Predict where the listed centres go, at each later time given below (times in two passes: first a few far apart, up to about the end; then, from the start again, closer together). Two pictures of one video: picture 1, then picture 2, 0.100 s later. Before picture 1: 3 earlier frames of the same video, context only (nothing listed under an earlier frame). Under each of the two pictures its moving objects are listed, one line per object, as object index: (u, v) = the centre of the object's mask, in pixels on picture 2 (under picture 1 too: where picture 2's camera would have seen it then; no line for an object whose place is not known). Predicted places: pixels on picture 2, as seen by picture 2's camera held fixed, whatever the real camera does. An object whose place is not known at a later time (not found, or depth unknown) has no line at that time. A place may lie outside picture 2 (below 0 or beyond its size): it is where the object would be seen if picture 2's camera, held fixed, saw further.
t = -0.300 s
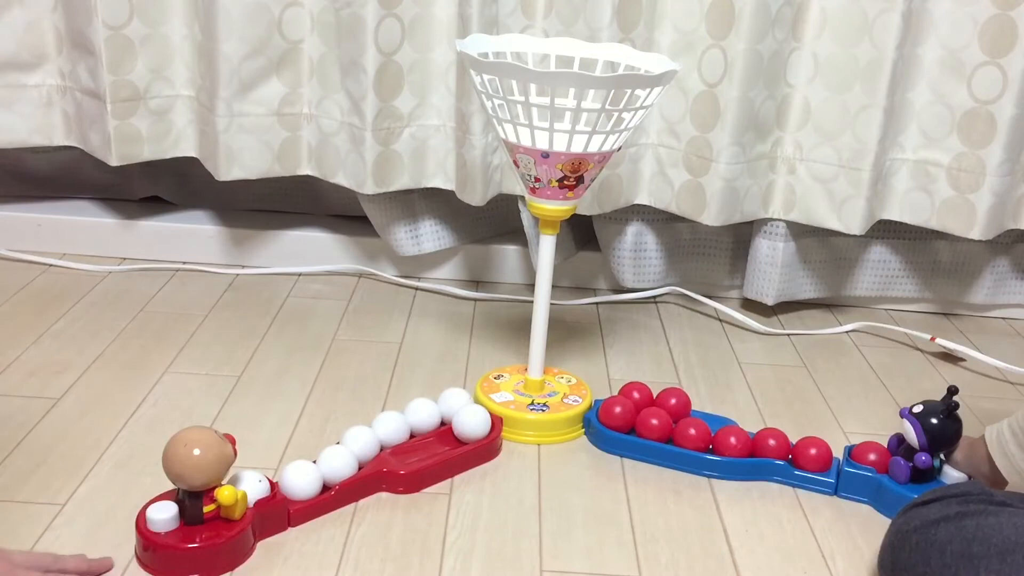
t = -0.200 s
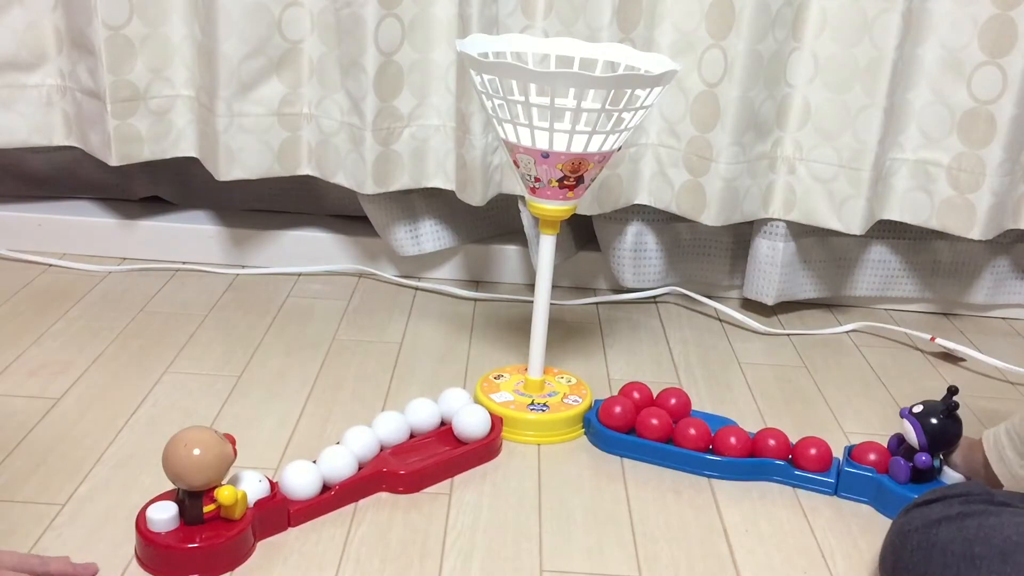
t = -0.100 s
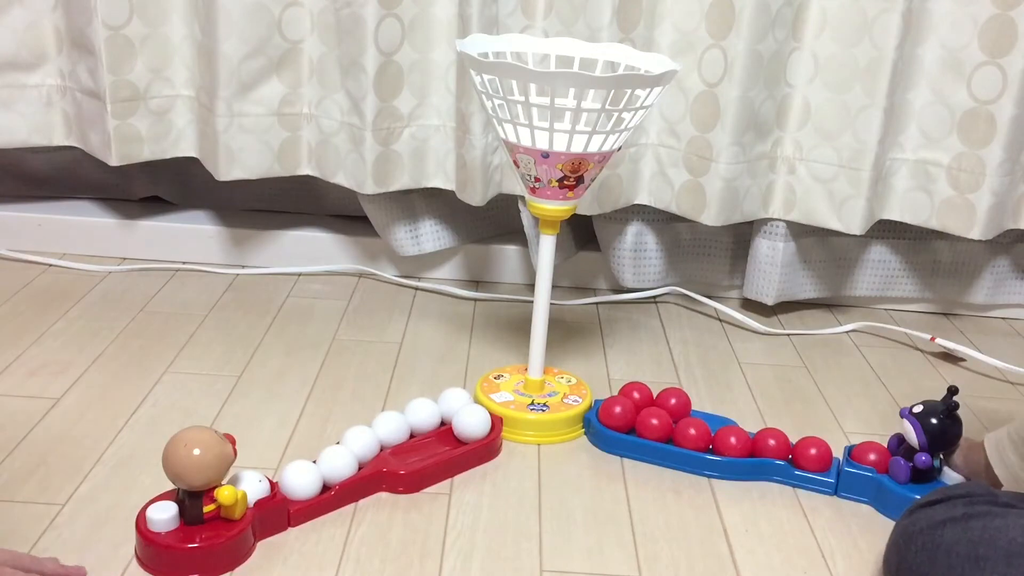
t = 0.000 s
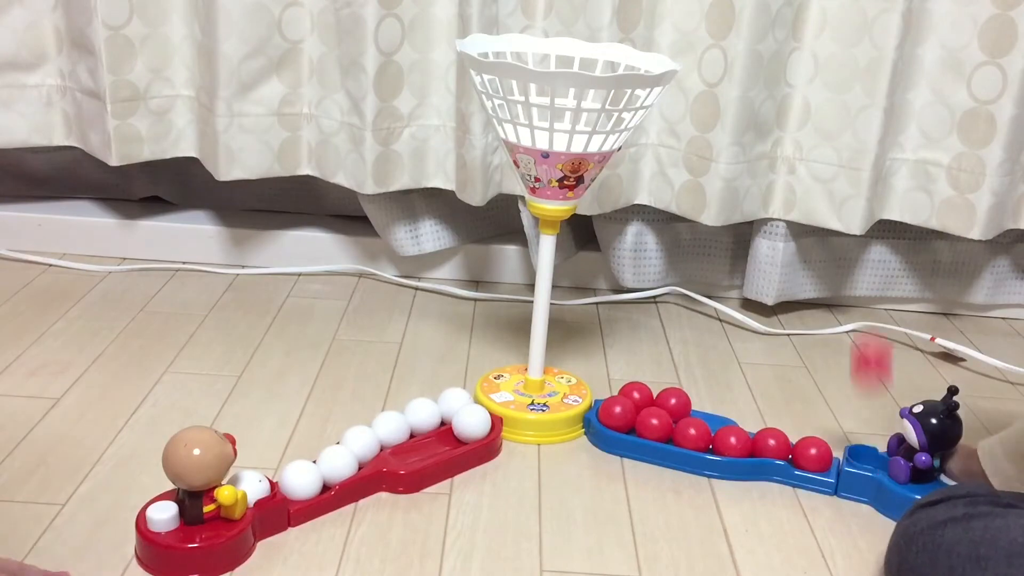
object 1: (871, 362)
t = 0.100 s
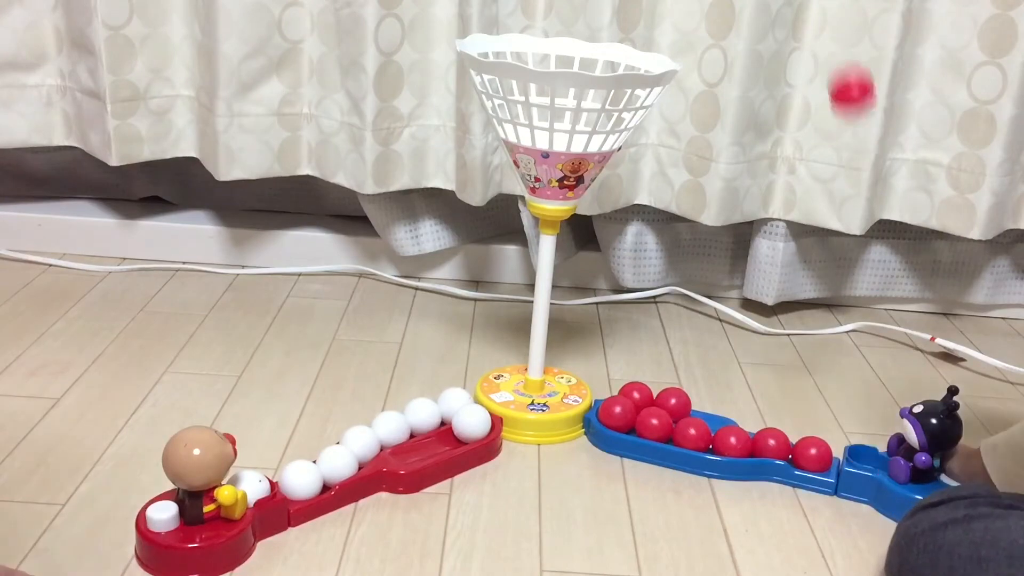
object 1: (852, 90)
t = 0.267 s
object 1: (746, 9)
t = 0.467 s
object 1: (612, 328)
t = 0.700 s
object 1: (689, 377)
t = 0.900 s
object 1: (741, 361)
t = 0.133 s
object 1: (838, 32)
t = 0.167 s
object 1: (818, 6)
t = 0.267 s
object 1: (746, 9)
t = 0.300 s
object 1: (717, 44)
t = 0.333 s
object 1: (685, 109)
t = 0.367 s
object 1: (655, 187)
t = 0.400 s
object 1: (623, 281)
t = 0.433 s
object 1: (594, 376)
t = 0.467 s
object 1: (612, 328)
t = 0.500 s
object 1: (628, 286)
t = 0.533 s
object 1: (643, 262)
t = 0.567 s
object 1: (655, 254)
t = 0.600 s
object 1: (666, 263)
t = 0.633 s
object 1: (675, 287)
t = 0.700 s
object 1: (689, 377)
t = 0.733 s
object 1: (702, 388)
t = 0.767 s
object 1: (711, 375)
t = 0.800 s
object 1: (718, 377)
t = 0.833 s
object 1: (726, 373)
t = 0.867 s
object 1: (733, 367)
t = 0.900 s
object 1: (741, 361)
